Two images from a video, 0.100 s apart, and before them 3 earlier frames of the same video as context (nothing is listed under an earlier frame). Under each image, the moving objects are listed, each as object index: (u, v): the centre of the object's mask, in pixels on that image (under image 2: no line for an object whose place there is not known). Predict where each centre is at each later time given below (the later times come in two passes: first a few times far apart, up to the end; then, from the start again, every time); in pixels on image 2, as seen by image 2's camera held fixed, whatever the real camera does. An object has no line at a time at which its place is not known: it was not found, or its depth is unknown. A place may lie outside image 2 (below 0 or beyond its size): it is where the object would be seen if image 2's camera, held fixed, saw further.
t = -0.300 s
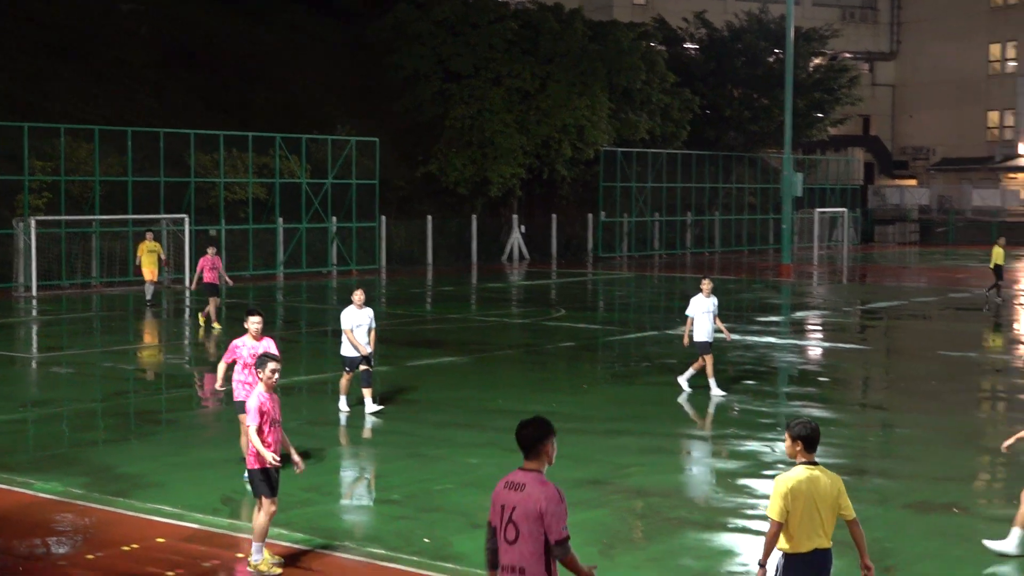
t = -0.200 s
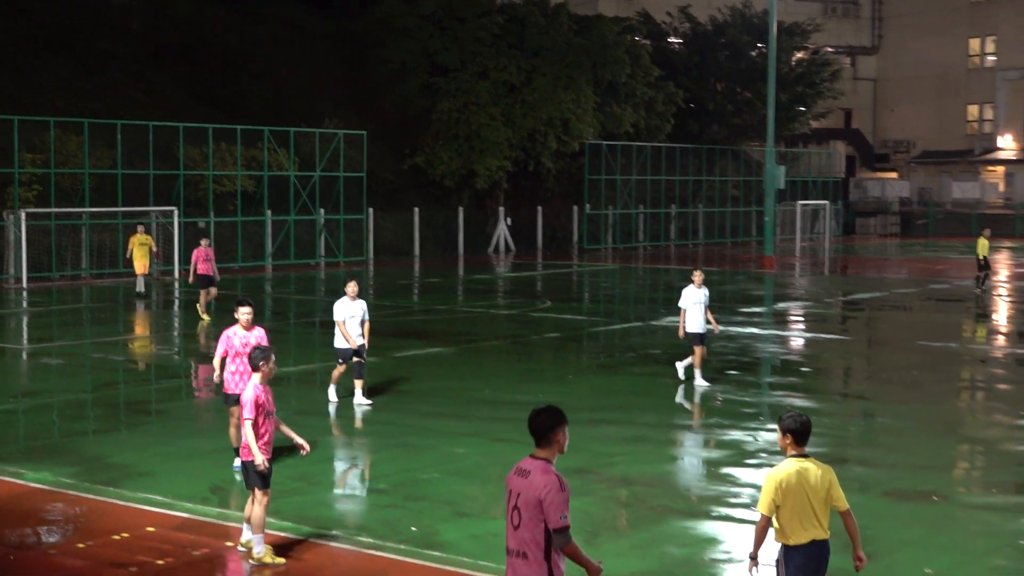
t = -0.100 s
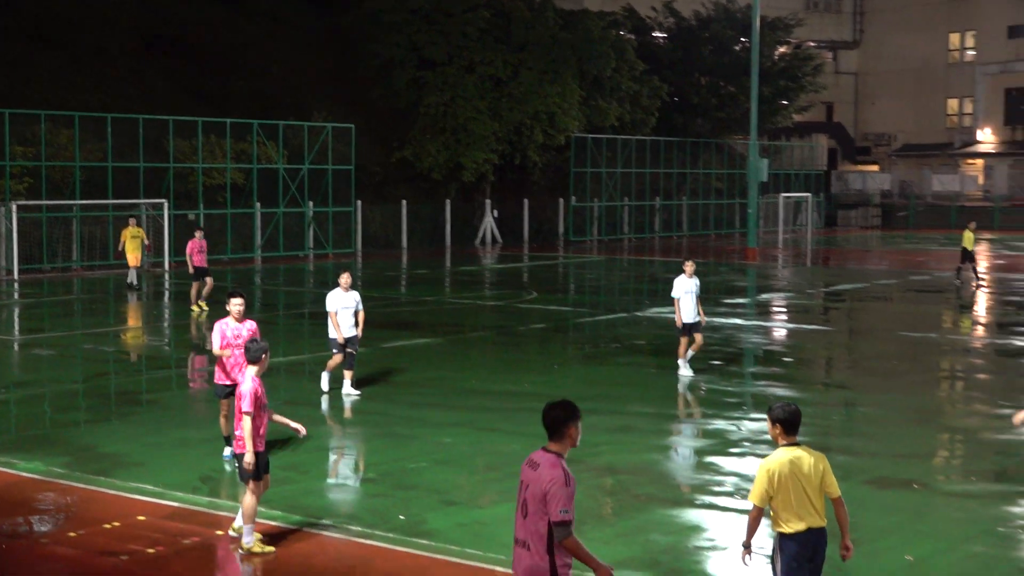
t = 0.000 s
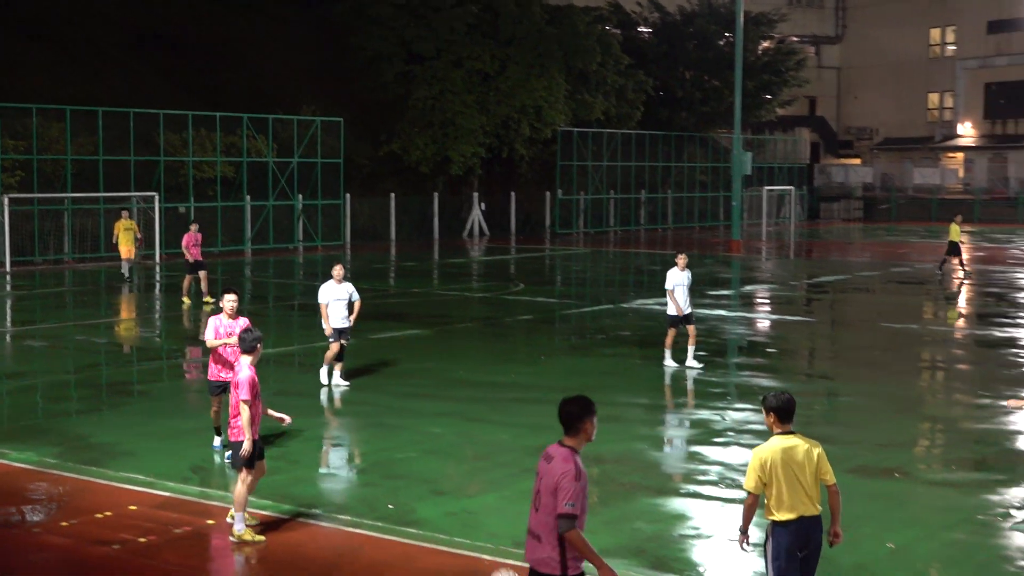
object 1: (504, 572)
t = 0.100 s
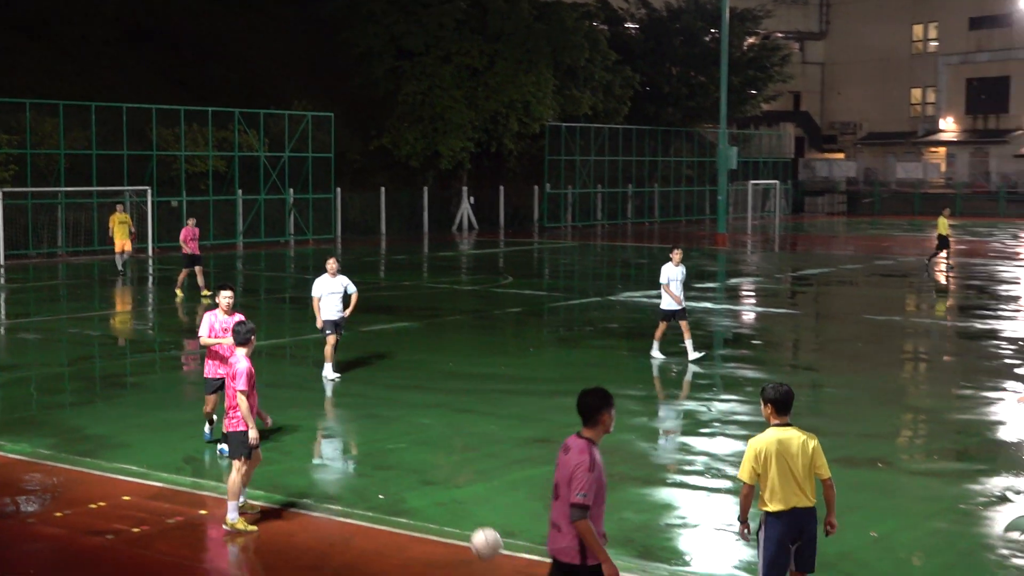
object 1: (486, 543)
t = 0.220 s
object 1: (478, 529)
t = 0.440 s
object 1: (461, 550)
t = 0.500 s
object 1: (458, 569)
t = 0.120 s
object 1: (484, 539)
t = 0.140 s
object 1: (483, 536)
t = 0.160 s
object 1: (482, 533)
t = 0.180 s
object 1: (480, 532)
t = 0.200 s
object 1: (479, 530)
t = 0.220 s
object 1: (478, 529)
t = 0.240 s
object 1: (476, 529)
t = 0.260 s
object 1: (475, 529)
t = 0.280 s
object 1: (473, 529)
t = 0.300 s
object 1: (472, 530)
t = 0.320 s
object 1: (470, 531)
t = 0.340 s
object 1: (468, 533)
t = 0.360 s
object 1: (468, 536)
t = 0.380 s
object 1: (466, 538)
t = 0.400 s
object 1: (465, 541)
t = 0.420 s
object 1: (463, 545)
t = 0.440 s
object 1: (461, 550)
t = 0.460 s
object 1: (460, 555)
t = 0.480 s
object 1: (459, 562)
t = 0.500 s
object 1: (458, 569)
